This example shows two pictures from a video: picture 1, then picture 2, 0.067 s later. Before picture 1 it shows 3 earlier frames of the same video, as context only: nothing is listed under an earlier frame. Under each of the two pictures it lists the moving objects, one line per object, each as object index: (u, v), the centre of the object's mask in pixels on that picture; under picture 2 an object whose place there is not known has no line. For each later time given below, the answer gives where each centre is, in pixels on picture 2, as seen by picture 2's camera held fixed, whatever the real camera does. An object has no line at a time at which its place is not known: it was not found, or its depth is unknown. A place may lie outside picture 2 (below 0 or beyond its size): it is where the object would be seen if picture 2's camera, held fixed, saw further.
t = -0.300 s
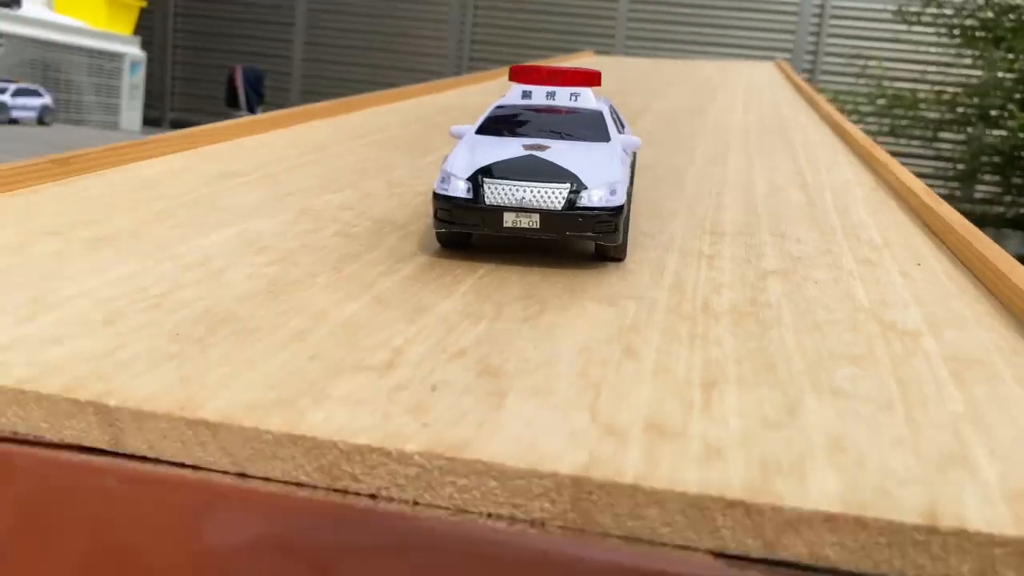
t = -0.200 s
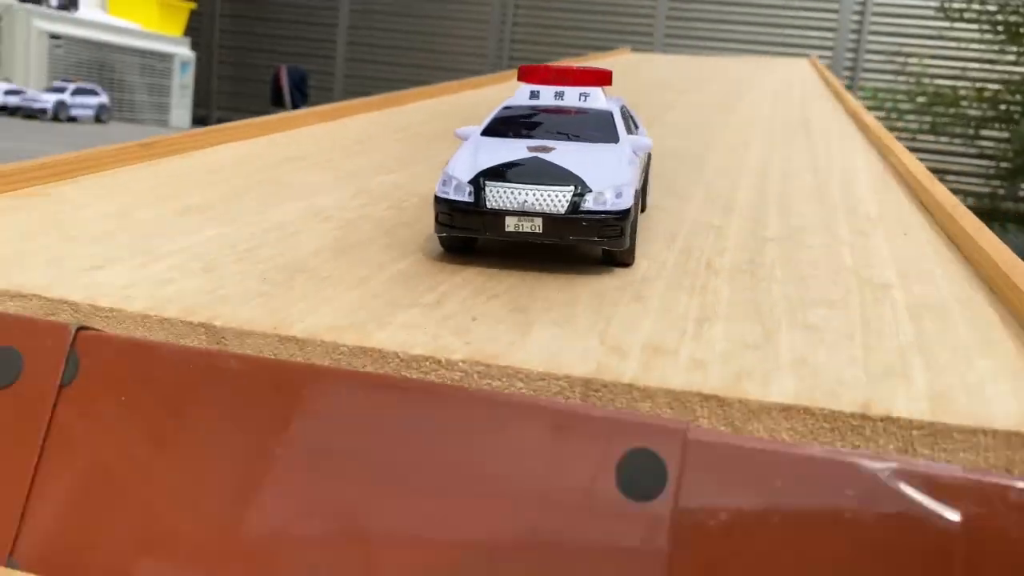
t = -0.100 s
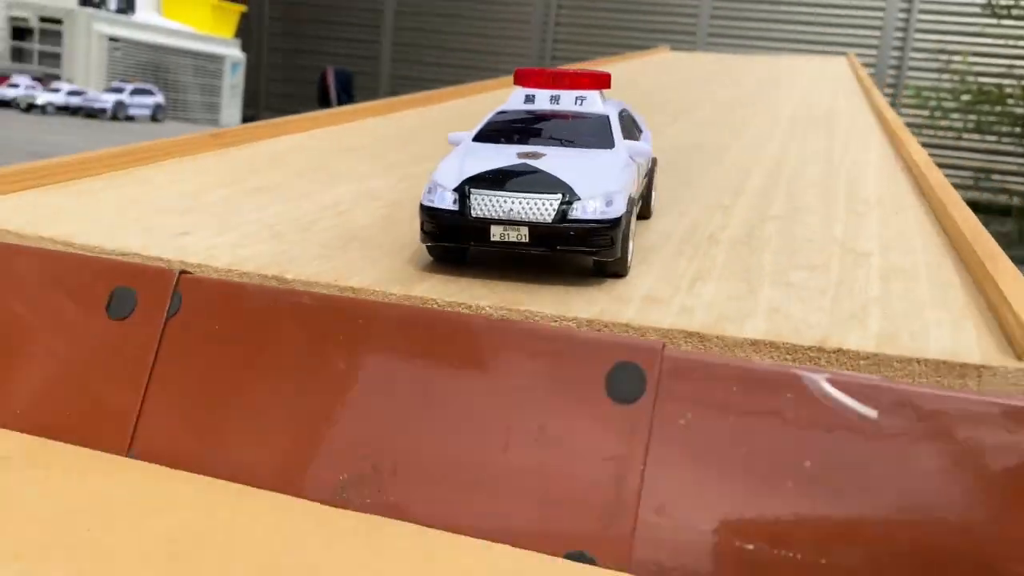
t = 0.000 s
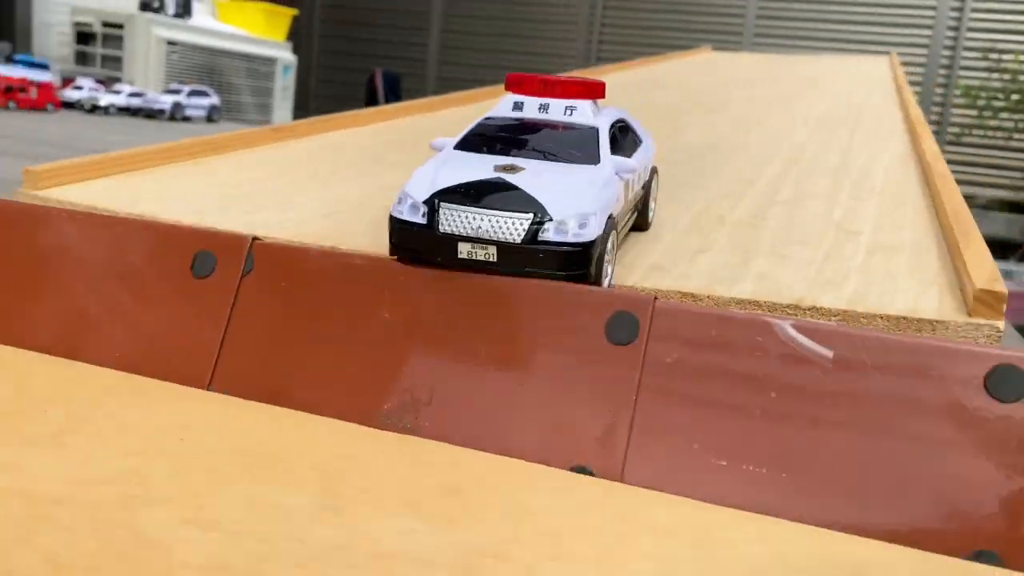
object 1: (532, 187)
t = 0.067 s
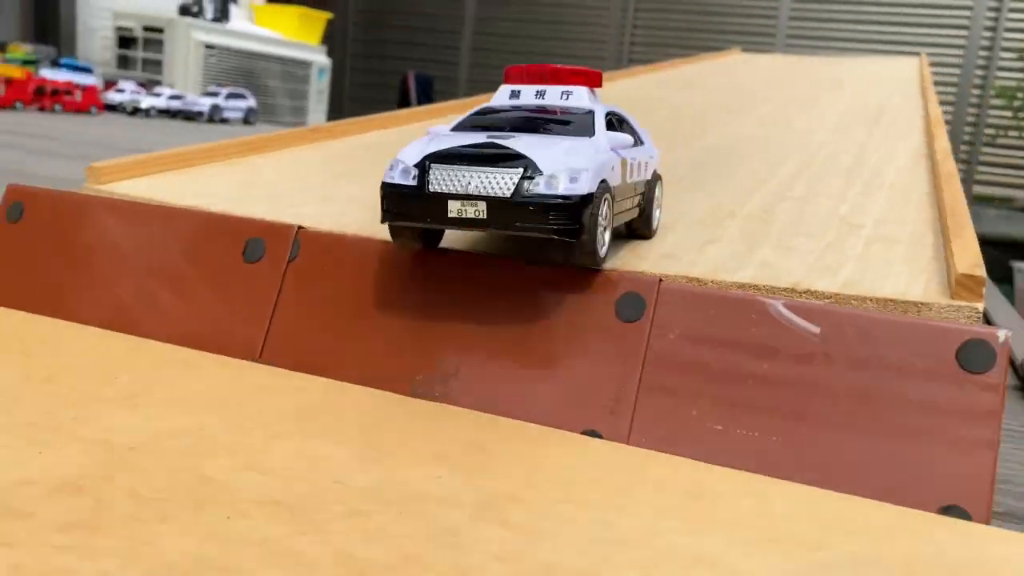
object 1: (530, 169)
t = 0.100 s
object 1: (513, 192)
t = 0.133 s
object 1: (494, 214)
